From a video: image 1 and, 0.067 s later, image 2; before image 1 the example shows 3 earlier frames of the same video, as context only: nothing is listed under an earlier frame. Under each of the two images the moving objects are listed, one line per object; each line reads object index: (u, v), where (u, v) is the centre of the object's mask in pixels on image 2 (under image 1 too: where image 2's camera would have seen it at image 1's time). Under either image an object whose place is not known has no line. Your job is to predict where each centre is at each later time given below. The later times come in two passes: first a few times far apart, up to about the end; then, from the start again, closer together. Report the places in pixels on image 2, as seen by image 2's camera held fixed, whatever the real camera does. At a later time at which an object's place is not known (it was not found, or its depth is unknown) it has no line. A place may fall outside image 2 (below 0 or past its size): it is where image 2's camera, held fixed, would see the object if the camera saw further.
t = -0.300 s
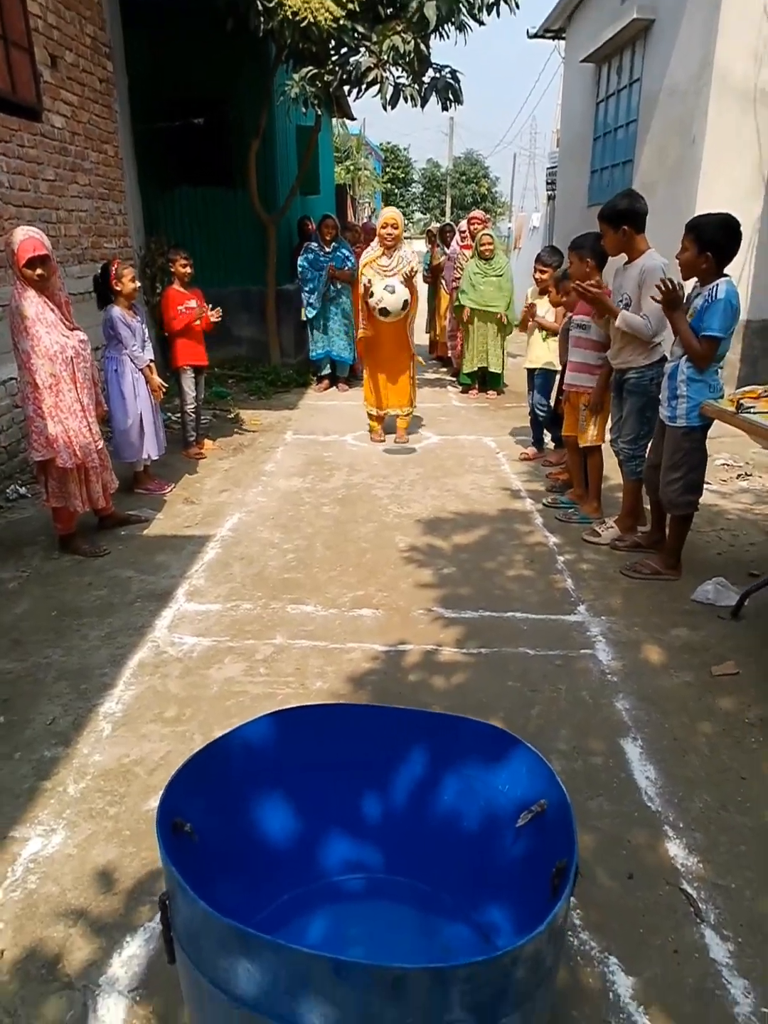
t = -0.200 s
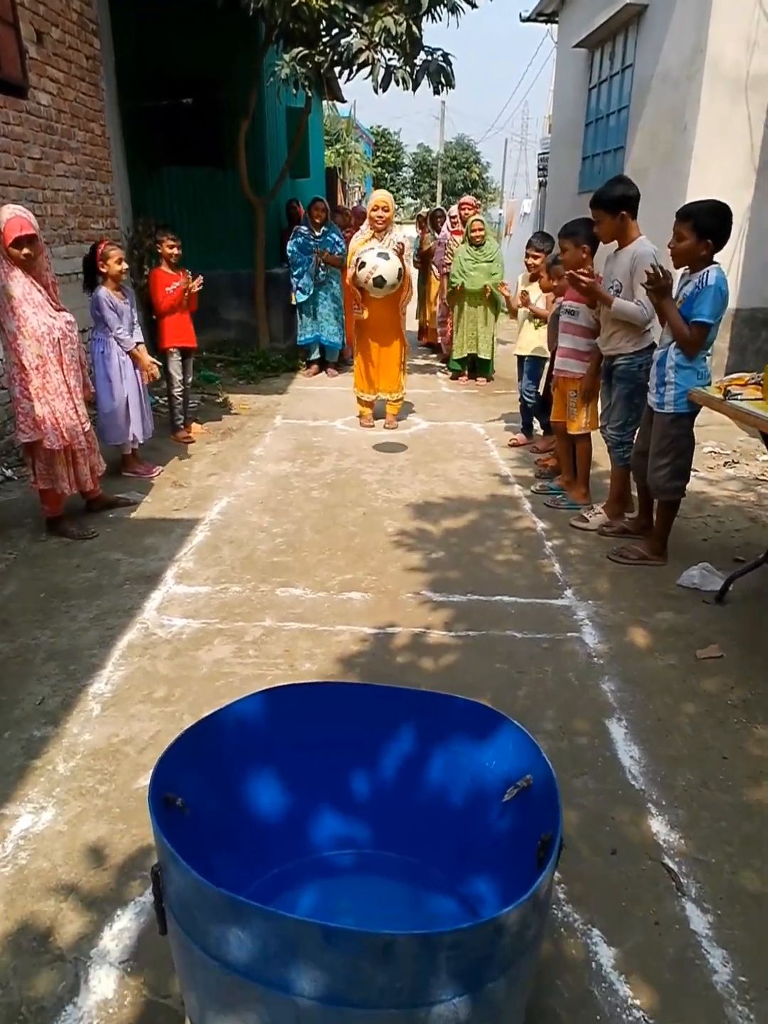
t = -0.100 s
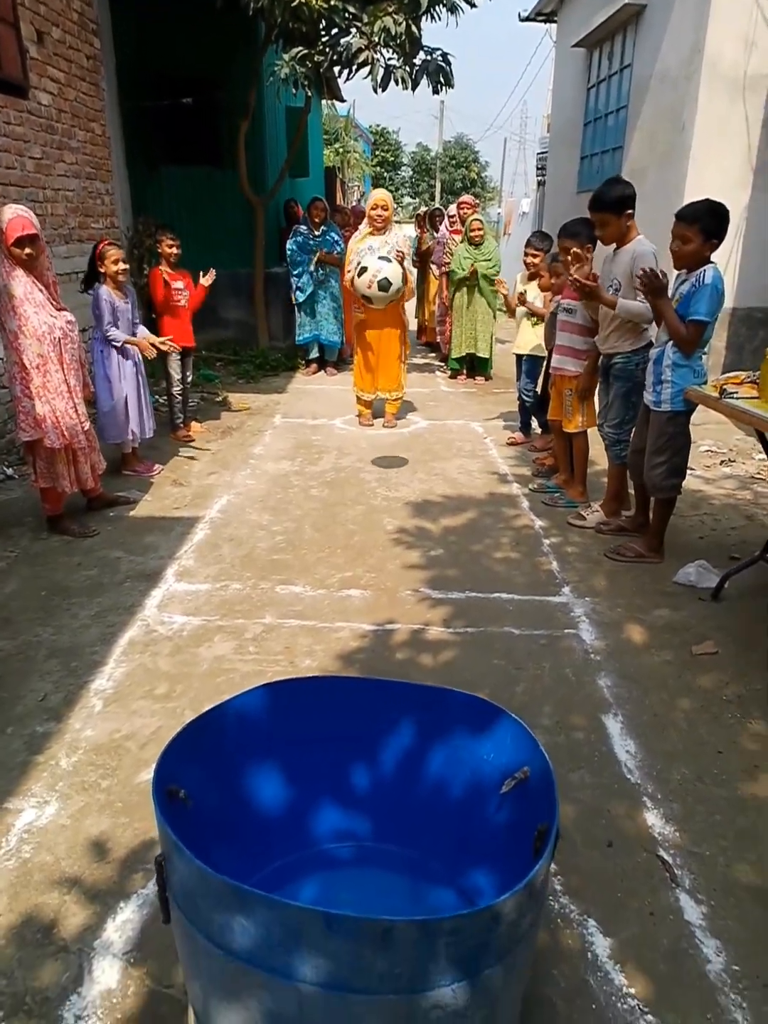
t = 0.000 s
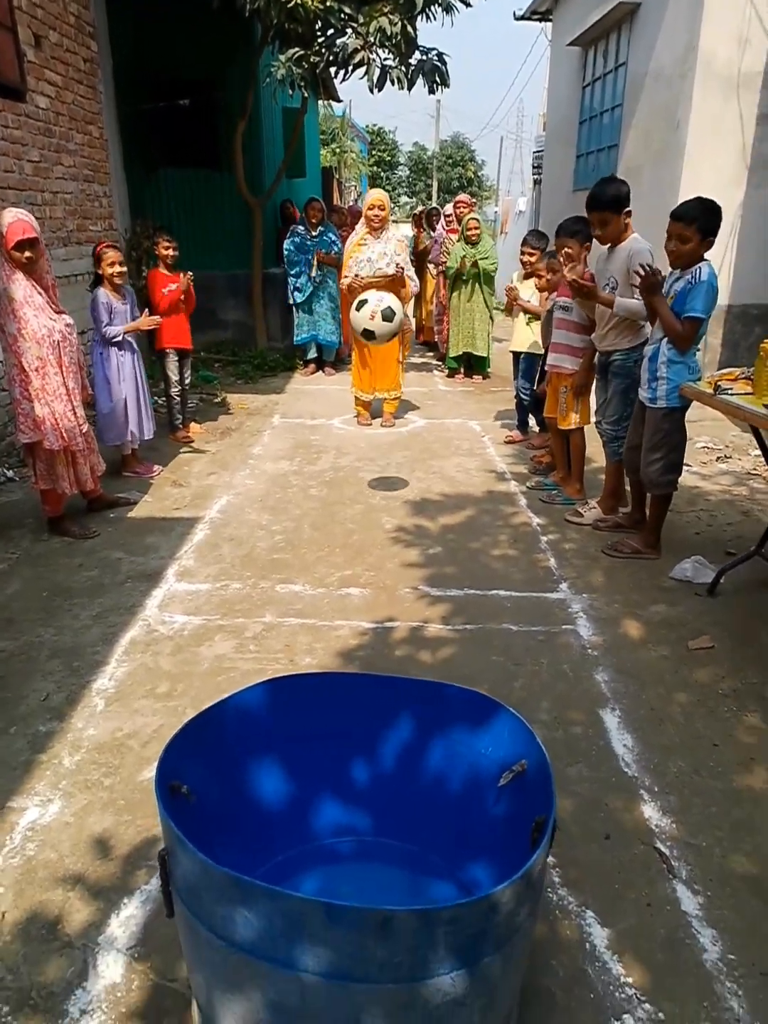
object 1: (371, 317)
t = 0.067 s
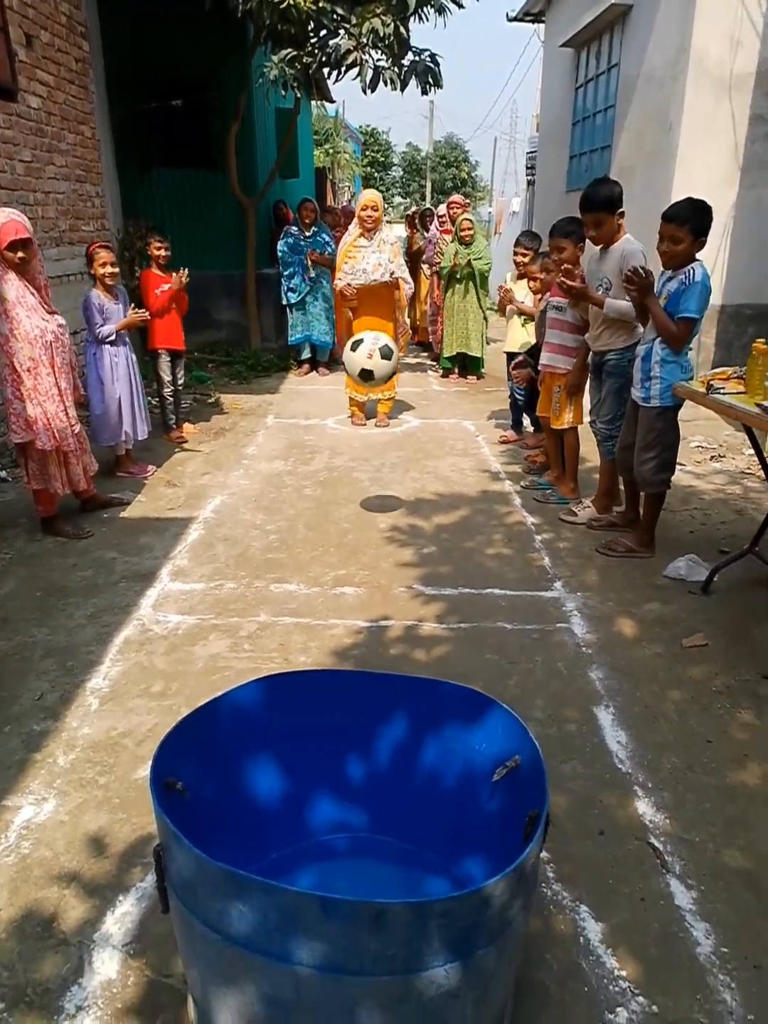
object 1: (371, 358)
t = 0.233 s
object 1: (375, 535)
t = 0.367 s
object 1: (368, 525)
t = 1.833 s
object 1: (437, 851)
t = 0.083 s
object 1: (371, 372)
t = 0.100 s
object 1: (372, 386)
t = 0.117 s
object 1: (371, 400)
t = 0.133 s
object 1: (372, 417)
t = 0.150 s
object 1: (372, 434)
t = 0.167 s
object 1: (373, 453)
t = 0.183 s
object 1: (373, 471)
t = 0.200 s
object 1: (373, 491)
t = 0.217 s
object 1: (374, 513)
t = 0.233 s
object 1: (375, 535)
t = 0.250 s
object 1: (376, 559)
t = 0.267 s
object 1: (377, 587)
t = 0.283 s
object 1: (376, 595)
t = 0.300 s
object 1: (374, 578)
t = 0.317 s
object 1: (373, 564)
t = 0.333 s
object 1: (371, 551)
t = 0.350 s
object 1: (369, 538)
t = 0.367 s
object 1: (368, 525)
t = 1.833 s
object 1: (437, 851)
